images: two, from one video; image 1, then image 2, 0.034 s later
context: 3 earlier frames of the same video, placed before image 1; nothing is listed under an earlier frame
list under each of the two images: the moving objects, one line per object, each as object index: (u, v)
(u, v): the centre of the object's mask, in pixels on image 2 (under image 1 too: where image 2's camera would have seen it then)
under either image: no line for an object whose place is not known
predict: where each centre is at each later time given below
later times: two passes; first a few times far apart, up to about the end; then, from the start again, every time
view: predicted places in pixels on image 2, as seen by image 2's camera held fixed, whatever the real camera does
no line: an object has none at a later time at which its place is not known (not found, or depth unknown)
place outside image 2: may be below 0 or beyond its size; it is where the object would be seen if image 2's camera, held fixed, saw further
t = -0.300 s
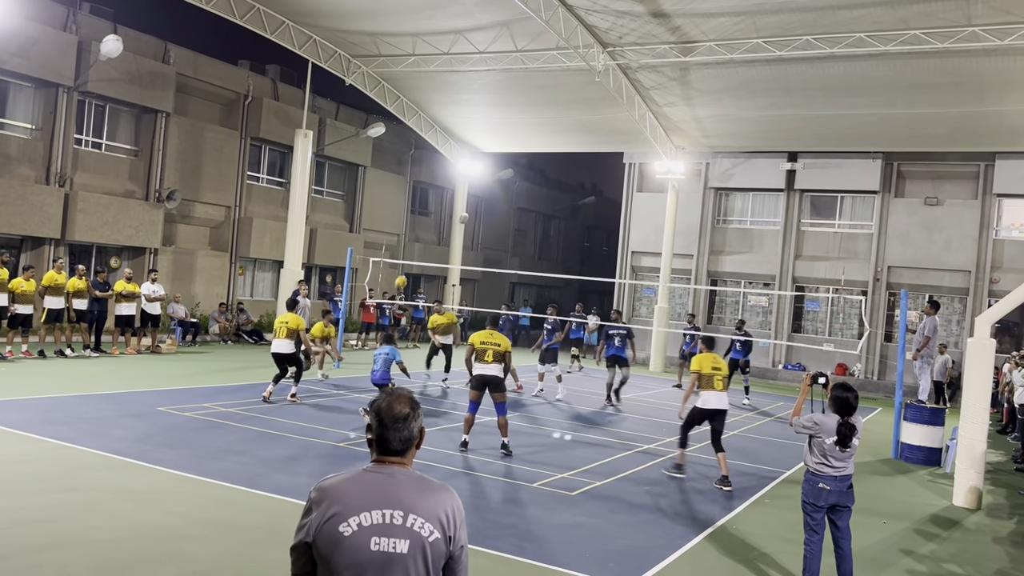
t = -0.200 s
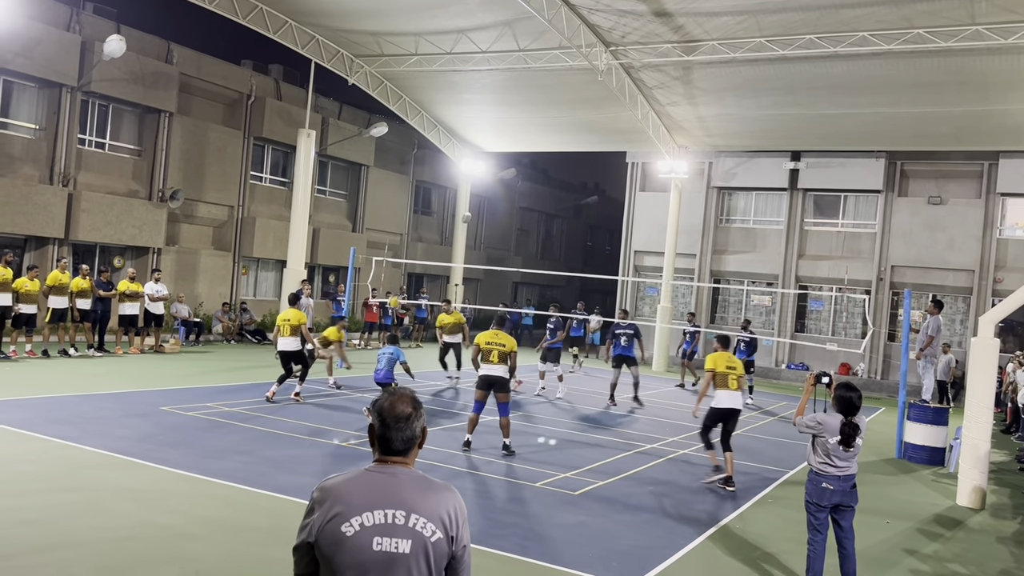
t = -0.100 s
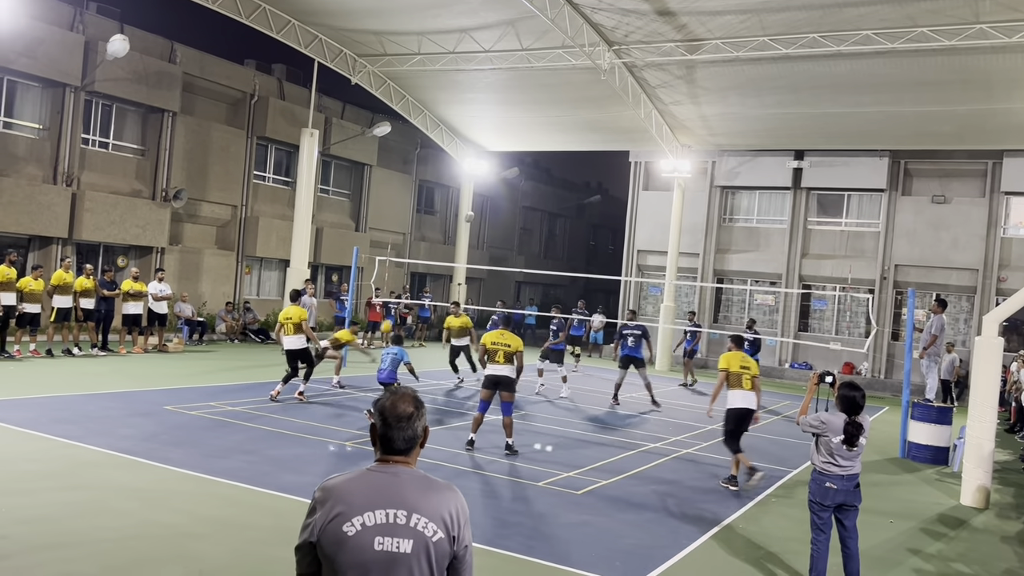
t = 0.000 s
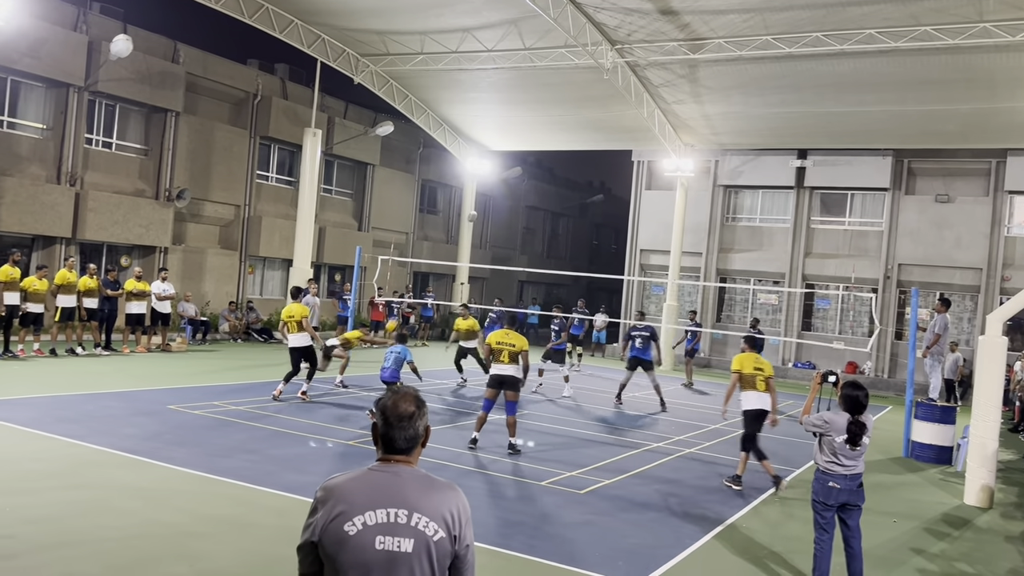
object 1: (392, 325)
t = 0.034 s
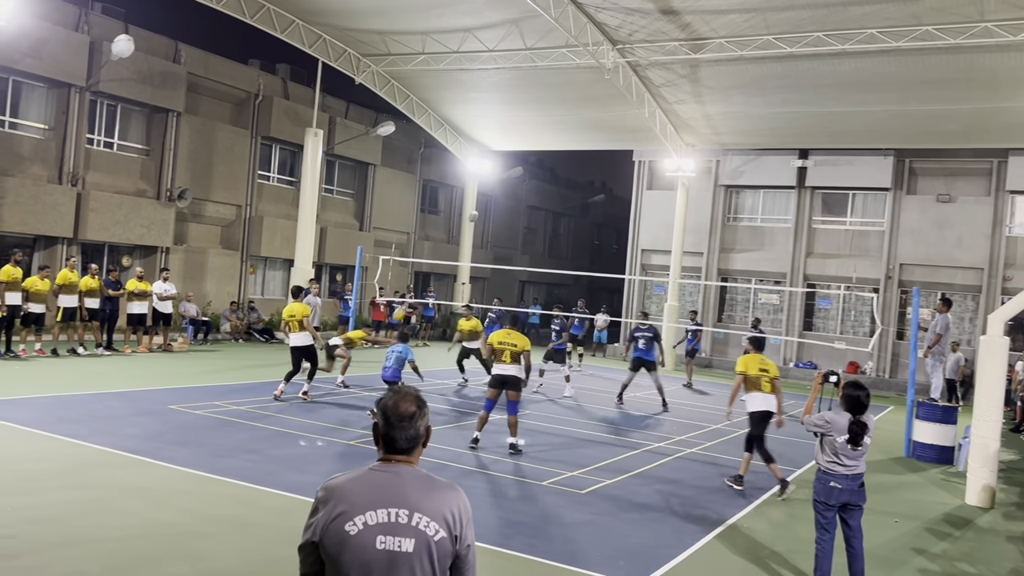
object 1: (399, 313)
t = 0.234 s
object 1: (433, 261)
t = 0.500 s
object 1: (471, 226)
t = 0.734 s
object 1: (500, 226)
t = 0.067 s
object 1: (405, 303)
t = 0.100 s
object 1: (409, 292)
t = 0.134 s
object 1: (416, 284)
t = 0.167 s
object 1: (421, 276)
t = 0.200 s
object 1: (426, 269)
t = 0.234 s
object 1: (433, 261)
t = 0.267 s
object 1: (437, 254)
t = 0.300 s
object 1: (442, 248)
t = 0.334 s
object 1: (447, 243)
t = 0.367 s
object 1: (452, 239)
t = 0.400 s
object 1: (456, 234)
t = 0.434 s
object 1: (460, 231)
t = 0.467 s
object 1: (465, 228)
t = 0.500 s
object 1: (471, 226)
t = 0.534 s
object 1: (475, 224)
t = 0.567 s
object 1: (479, 223)
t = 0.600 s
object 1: (483, 222)
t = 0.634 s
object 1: (488, 222)
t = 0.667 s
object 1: (492, 223)
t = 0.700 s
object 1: (496, 225)
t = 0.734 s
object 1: (500, 226)
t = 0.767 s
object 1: (503, 228)
